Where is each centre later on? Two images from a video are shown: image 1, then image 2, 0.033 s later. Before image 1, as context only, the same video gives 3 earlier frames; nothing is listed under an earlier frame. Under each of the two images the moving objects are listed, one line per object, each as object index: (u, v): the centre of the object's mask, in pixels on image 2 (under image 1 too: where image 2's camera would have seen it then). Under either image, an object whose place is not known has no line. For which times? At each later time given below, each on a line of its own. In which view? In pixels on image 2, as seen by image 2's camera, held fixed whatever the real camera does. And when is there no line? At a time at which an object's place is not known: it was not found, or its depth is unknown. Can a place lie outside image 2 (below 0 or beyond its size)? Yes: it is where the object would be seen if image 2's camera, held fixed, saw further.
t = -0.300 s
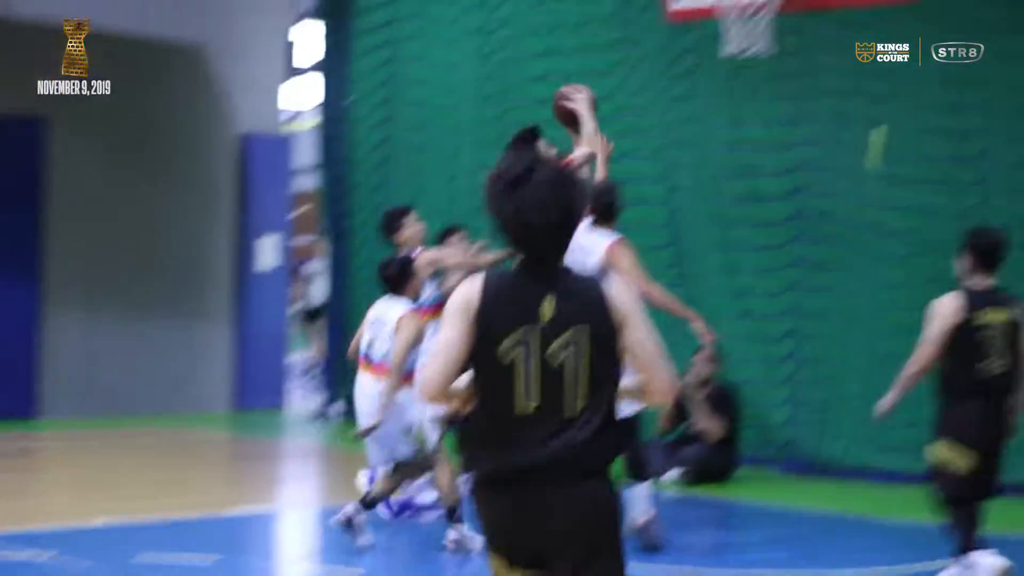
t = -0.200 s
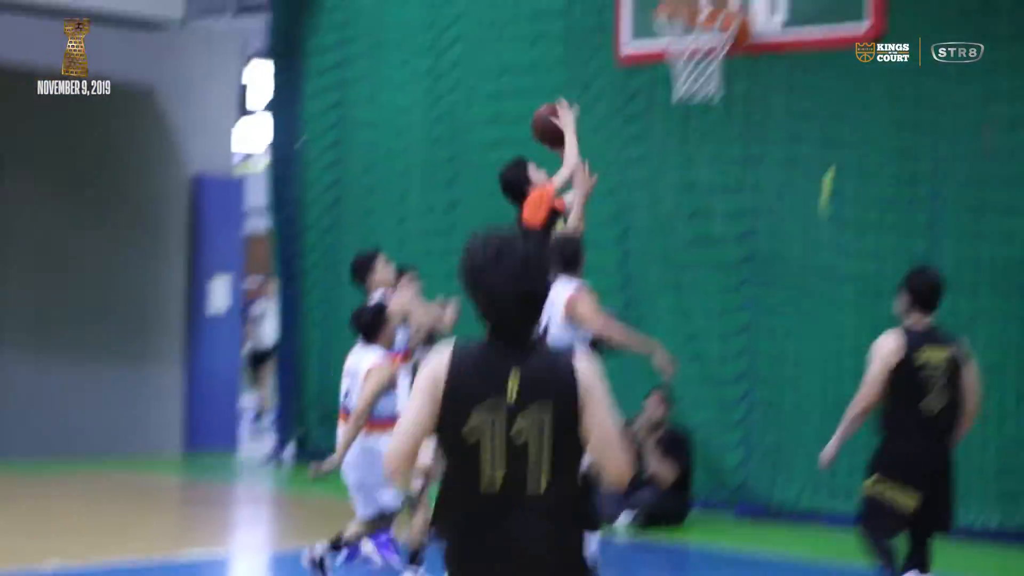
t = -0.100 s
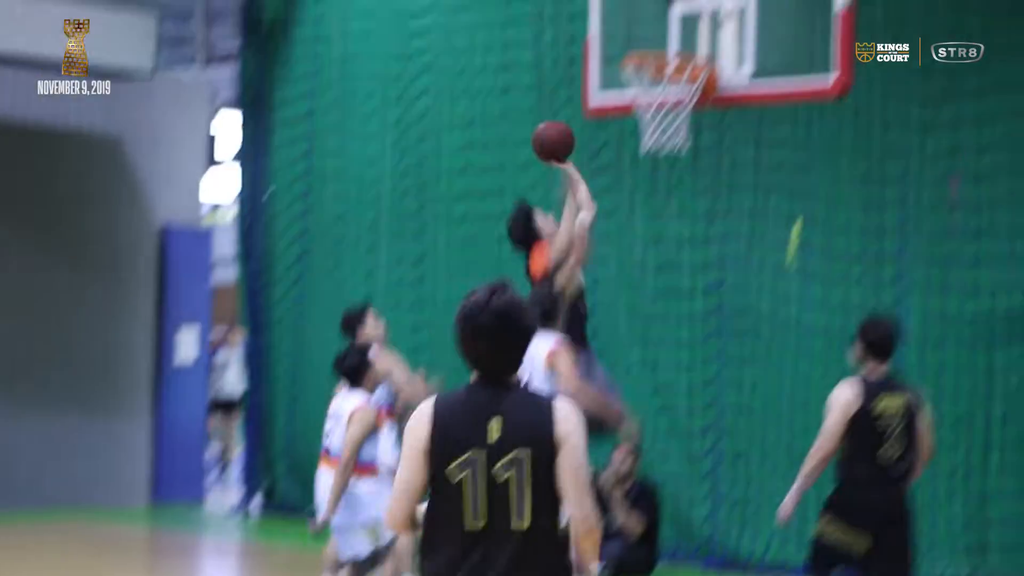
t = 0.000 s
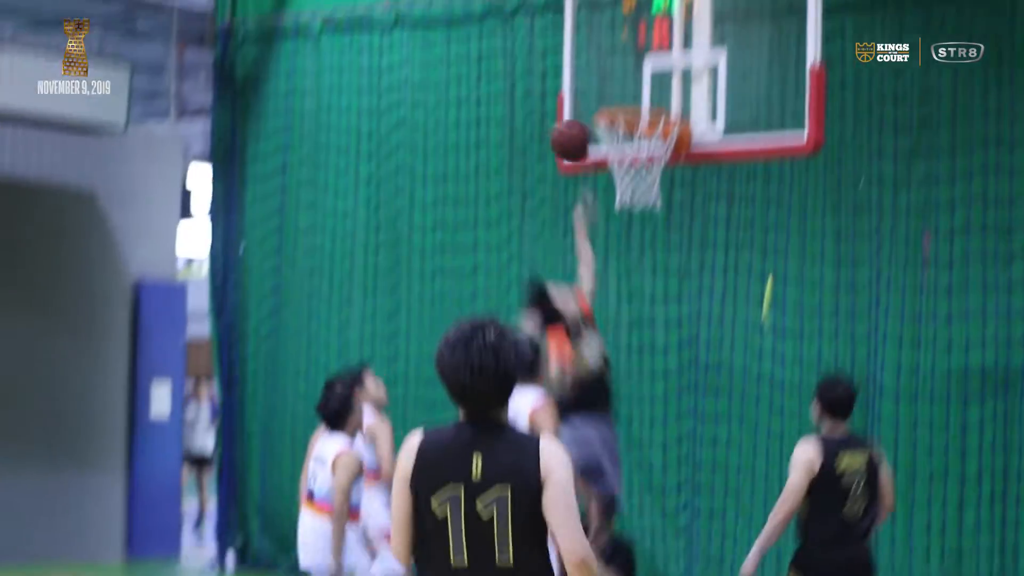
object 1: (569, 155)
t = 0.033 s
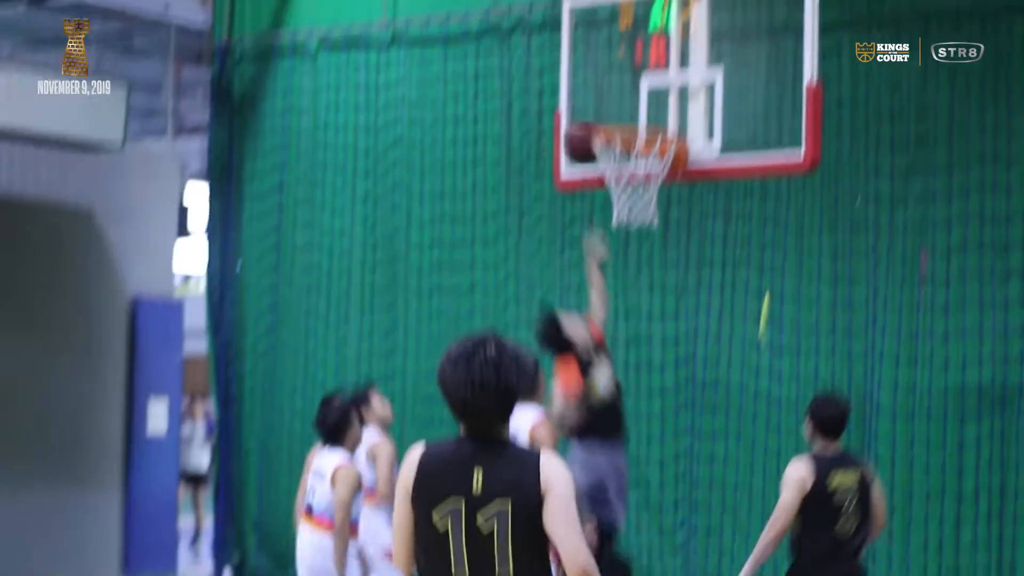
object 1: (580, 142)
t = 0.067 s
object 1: (595, 122)
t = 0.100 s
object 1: (612, 116)
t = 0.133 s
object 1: (614, 113)
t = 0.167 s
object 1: (613, 111)
